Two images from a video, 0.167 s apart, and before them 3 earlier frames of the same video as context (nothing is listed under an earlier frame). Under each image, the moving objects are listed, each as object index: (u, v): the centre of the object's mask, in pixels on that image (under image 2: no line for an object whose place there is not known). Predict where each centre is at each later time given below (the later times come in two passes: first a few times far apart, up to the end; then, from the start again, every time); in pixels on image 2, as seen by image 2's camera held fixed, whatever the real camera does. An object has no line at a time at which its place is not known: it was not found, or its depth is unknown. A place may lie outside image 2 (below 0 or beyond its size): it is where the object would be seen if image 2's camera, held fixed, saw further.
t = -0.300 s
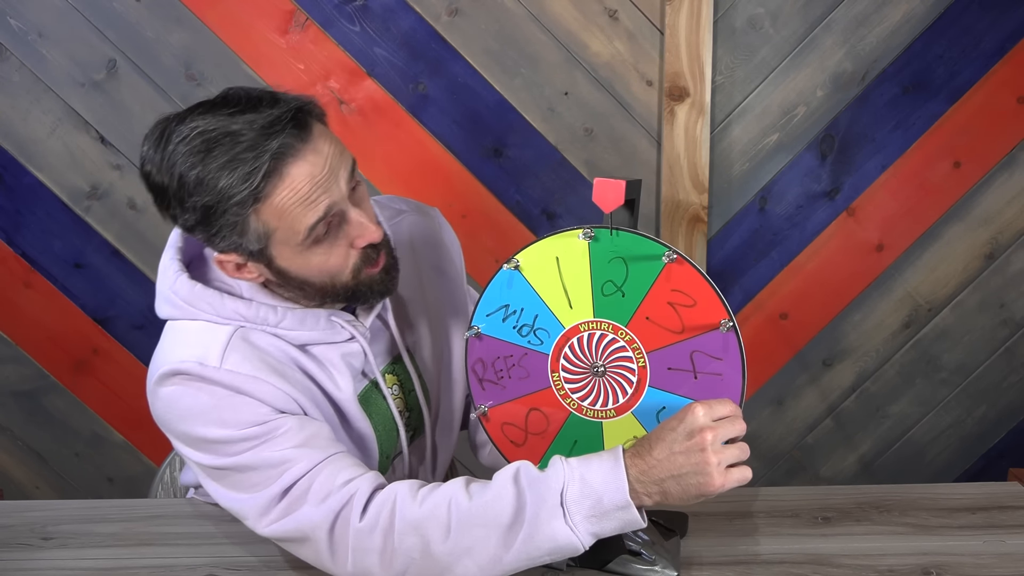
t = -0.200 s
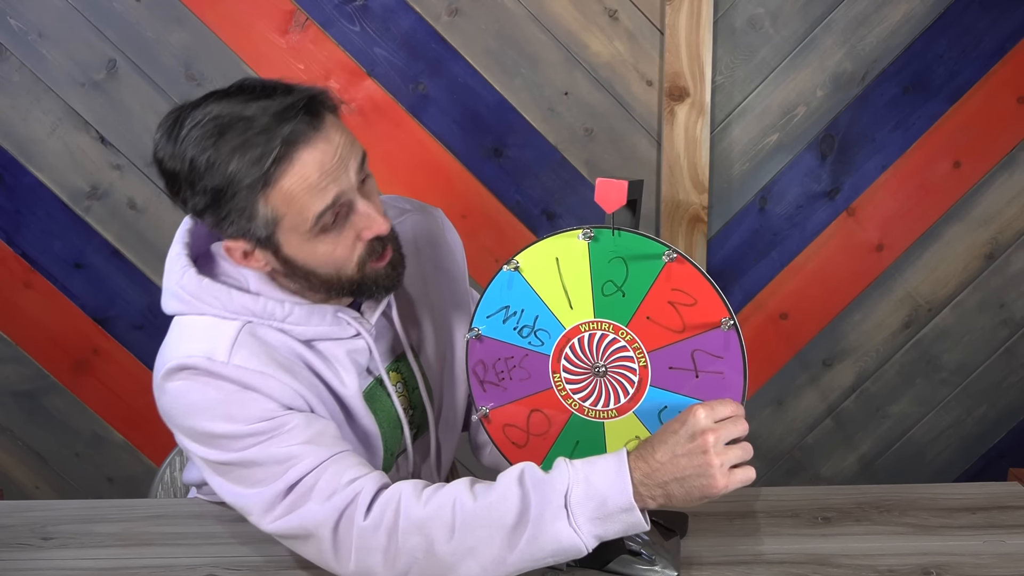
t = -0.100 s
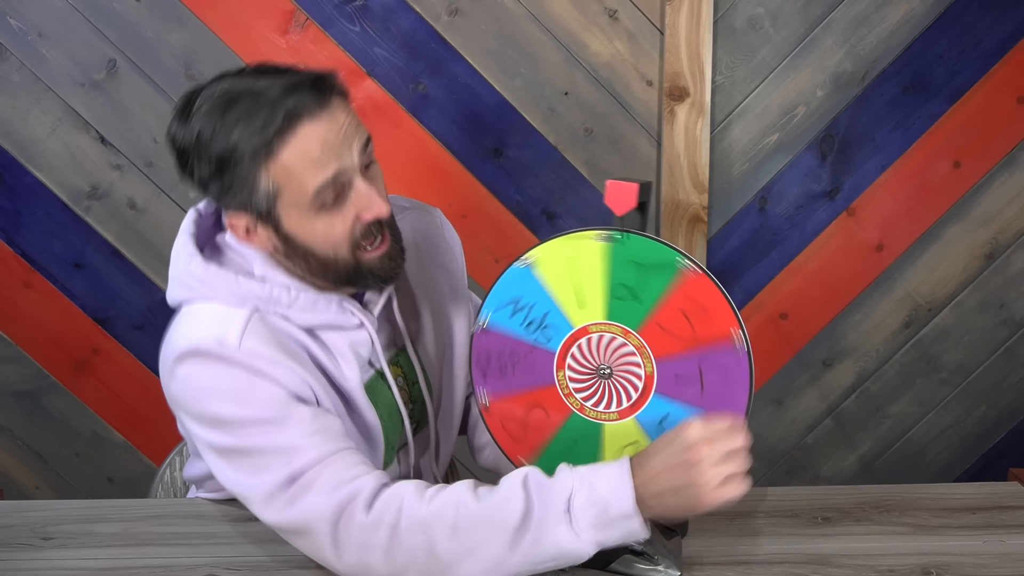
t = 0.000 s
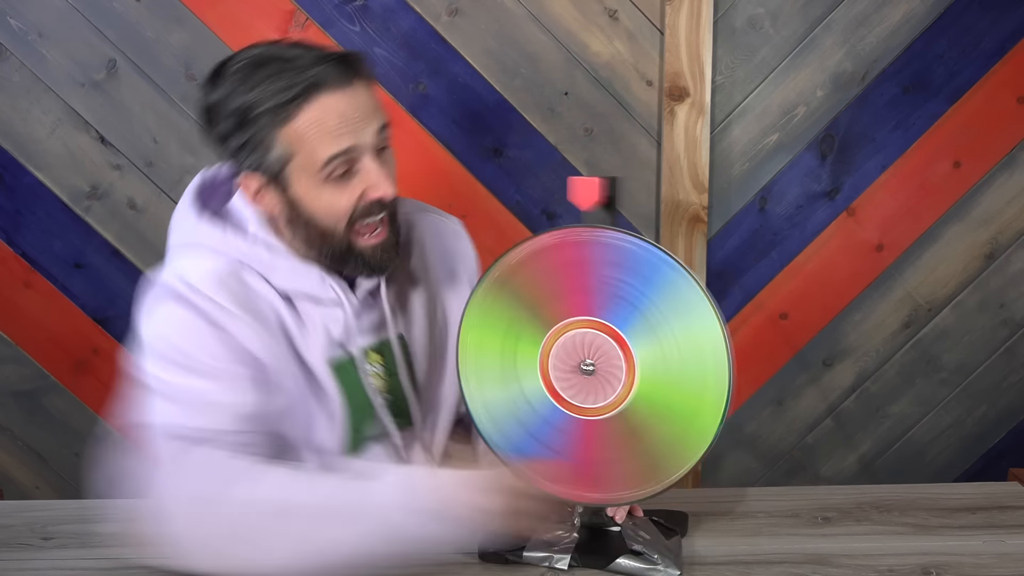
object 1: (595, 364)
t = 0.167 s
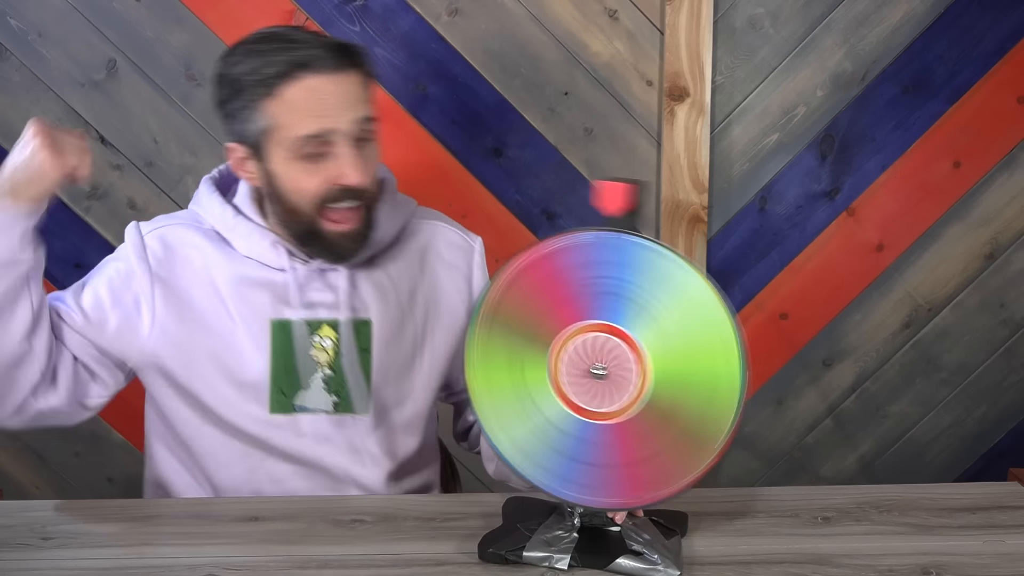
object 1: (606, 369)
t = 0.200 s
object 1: (600, 367)
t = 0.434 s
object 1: (602, 366)
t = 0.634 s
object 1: (601, 366)
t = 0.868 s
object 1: (599, 366)
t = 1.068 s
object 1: (600, 366)
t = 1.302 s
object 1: (599, 367)
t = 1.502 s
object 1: (597, 367)
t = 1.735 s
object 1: (594, 368)
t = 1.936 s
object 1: (595, 367)
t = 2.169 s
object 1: (594, 367)
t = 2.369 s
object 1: (595, 367)
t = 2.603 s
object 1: (595, 367)
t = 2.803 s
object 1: (594, 367)
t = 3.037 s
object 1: (590, 367)
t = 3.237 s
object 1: (590, 367)
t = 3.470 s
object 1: (588, 367)
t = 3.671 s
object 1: (590, 366)
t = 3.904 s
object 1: (590, 366)
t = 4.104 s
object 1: (590, 366)
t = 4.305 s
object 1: (591, 366)
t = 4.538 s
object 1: (593, 365)
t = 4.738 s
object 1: (592, 365)
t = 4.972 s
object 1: (591, 365)
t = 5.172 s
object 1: (591, 365)
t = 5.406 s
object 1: (591, 365)
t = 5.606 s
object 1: (592, 365)
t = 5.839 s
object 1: (591, 365)
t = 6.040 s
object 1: (591, 366)
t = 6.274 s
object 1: (591, 365)
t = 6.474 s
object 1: (591, 366)
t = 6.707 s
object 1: (592, 365)
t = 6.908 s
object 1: (591, 366)
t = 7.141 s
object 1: (592, 365)
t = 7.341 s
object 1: (592, 365)
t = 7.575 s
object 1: (592, 365)
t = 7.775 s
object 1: (593, 366)
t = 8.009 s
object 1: (593, 365)
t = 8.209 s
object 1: (594, 365)
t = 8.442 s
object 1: (594, 365)
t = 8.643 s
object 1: (595, 365)
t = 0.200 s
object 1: (600, 367)
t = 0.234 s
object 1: (602, 366)
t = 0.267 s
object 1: (607, 366)
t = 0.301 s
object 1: (608, 366)
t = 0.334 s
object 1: (606, 367)
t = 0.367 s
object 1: (604, 367)
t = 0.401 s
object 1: (602, 367)
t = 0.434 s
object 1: (602, 366)
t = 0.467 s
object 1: (603, 366)
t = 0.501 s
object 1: (604, 367)
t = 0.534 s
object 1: (603, 367)
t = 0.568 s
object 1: (602, 367)
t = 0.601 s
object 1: (601, 366)
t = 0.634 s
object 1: (601, 366)
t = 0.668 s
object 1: (601, 366)
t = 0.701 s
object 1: (601, 367)
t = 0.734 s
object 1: (601, 367)
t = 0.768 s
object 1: (600, 366)
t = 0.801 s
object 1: (600, 366)
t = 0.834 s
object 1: (600, 366)
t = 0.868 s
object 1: (599, 366)
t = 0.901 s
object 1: (599, 366)
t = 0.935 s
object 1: (599, 366)
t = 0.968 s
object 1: (600, 366)
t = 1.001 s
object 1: (599, 366)
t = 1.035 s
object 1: (599, 366)
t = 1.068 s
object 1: (600, 366)
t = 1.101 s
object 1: (599, 366)
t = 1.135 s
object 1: (599, 366)
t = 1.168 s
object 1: (599, 366)
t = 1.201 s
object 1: (599, 366)
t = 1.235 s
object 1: (599, 366)
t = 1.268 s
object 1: (599, 366)
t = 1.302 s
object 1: (599, 367)
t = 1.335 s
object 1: (599, 367)
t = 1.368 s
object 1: (599, 366)
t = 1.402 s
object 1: (599, 366)
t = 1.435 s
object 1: (598, 366)
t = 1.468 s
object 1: (598, 367)
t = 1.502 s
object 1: (597, 367)
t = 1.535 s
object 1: (596, 367)
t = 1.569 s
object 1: (596, 367)
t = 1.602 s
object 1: (596, 367)
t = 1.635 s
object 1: (595, 367)
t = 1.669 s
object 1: (594, 367)
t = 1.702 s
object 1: (594, 367)
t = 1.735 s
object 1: (594, 368)
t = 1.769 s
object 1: (594, 368)
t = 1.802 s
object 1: (594, 367)
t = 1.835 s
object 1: (594, 367)
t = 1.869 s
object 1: (594, 367)
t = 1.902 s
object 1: (595, 367)
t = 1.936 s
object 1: (595, 367)
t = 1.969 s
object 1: (594, 368)
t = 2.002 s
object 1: (594, 367)
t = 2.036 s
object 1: (594, 367)
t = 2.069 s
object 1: (594, 367)
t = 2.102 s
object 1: (594, 367)
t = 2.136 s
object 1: (594, 367)
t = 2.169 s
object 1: (594, 367)
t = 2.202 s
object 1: (594, 367)
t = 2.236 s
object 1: (594, 367)
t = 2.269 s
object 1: (594, 367)
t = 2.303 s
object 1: (595, 367)
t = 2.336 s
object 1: (595, 367)
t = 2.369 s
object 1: (595, 367)
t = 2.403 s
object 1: (595, 367)
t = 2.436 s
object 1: (595, 367)
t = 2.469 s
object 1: (594, 367)
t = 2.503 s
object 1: (594, 367)
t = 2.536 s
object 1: (594, 367)
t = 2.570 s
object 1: (595, 367)
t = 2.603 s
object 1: (595, 367)
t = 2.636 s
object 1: (595, 367)
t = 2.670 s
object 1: (595, 368)
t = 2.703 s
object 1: (595, 367)
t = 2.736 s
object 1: (595, 367)
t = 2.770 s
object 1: (595, 367)
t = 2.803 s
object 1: (594, 367)
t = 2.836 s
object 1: (594, 368)
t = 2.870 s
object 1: (593, 368)
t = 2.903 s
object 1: (593, 368)
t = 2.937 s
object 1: (592, 368)
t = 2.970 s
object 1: (592, 368)
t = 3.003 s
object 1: (591, 368)
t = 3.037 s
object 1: (590, 367)
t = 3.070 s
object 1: (590, 367)
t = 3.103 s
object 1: (590, 367)
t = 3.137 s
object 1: (591, 367)
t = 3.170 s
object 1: (591, 368)
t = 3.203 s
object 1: (590, 368)
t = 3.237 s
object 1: (590, 367)
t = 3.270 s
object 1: (590, 366)
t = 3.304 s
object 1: (589, 366)
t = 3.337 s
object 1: (589, 366)
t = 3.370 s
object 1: (589, 366)
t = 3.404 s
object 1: (589, 366)
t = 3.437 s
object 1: (588, 367)
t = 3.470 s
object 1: (588, 367)
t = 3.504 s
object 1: (588, 366)
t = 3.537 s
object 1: (589, 366)
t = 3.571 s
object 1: (589, 366)
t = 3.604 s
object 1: (589, 366)
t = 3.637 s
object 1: (590, 366)
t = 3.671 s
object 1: (590, 366)
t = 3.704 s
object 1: (590, 366)
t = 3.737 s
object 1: (589, 366)
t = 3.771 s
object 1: (589, 366)
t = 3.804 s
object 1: (590, 366)
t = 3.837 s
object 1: (590, 366)
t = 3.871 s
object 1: (590, 366)
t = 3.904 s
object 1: (590, 366)
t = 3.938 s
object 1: (590, 366)
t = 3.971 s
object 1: (590, 366)
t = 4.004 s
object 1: (590, 367)
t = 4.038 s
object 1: (590, 366)
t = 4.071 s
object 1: (590, 366)
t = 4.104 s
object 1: (590, 366)
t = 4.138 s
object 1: (591, 366)
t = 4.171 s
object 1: (591, 366)
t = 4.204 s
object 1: (591, 366)
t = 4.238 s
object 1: (591, 366)
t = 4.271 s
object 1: (591, 366)
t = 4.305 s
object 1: (591, 366)
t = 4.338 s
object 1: (591, 366)
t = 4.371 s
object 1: (591, 366)
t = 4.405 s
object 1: (591, 366)
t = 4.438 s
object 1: (592, 365)
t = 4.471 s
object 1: (592, 365)
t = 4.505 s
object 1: (592, 365)
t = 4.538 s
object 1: (593, 365)
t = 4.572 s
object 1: (592, 366)
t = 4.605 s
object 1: (592, 366)
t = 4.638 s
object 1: (592, 366)
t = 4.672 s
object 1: (592, 366)
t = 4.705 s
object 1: (592, 365)
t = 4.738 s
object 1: (592, 365)
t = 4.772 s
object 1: (592, 365)
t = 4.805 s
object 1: (592, 365)
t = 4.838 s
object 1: (592, 365)
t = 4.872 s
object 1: (592, 365)
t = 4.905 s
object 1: (592, 365)
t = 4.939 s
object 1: (592, 365)
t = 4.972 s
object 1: (591, 365)
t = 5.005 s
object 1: (591, 365)
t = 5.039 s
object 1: (591, 365)
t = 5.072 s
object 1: (591, 365)
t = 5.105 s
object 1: (591, 365)
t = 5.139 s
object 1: (591, 365)
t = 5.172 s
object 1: (591, 365)
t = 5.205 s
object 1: (592, 365)
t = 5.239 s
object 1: (592, 365)
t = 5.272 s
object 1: (591, 366)
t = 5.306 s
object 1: (591, 366)
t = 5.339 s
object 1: (591, 365)
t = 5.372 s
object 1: (591, 365)
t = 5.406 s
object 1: (591, 365)
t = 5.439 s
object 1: (591, 365)
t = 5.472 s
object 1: (591, 365)
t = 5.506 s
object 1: (592, 365)
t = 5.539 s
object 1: (592, 365)
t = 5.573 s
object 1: (592, 365)
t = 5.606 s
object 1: (592, 365)
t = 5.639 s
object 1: (592, 366)
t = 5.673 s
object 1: (592, 366)
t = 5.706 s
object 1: (591, 366)
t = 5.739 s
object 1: (591, 365)
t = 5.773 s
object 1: (591, 365)
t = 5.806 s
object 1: (591, 365)
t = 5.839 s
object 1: (591, 365)
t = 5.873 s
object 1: (591, 365)
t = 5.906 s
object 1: (592, 365)
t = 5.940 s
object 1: (592, 365)
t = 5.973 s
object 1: (592, 365)
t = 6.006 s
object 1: (592, 366)
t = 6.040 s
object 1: (591, 366)
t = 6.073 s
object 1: (591, 366)
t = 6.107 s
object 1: (591, 365)
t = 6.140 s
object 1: (591, 365)
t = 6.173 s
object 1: (591, 365)
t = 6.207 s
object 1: (591, 365)
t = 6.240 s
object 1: (591, 365)
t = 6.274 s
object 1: (591, 365)
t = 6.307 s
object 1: (592, 365)
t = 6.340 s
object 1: (592, 365)
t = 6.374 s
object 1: (592, 366)
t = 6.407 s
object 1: (591, 366)
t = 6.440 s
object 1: (591, 366)
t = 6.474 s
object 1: (591, 366)
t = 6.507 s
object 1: (591, 366)
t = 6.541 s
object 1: (591, 365)
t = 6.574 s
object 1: (591, 365)
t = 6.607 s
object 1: (591, 365)
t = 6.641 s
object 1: (592, 365)
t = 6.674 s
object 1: (592, 365)
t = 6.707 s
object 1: (592, 365)
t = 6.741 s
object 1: (592, 365)
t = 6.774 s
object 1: (592, 365)
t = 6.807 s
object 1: (592, 366)
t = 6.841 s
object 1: (592, 366)
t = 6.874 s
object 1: (591, 366)
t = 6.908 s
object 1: (591, 366)
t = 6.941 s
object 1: (591, 365)
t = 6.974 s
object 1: (591, 365)
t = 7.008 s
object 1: (591, 365)
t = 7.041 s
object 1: (591, 365)
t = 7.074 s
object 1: (592, 365)
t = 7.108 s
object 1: (592, 365)
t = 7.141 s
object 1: (592, 365)
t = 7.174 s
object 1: (592, 365)
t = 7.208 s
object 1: (592, 365)
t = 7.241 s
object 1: (592, 366)
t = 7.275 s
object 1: (592, 366)
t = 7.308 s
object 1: (592, 366)
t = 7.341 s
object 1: (592, 365)
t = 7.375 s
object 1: (592, 366)
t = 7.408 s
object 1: (592, 366)
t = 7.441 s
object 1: (592, 365)
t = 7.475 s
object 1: (592, 365)
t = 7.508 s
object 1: (592, 365)
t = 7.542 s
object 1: (592, 365)
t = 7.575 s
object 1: (592, 365)
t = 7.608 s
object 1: (593, 365)
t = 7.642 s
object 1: (593, 365)
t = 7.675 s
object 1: (593, 365)
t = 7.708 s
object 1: (593, 365)
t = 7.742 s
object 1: (593, 365)
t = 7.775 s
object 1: (593, 366)
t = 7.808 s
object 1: (593, 366)
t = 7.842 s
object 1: (593, 365)
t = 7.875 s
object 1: (593, 365)
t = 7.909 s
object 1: (593, 365)
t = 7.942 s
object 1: (593, 365)
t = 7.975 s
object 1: (593, 365)
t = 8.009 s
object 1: (593, 365)
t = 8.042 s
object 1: (593, 365)
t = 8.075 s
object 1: (593, 365)
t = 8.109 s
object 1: (593, 365)
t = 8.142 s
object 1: (594, 365)
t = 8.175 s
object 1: (594, 365)
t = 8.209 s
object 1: (594, 365)
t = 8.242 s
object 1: (594, 365)
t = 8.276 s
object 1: (594, 366)
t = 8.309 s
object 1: (594, 366)
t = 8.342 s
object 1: (593, 366)
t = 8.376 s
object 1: (593, 366)
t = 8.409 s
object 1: (593, 366)
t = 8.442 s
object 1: (594, 365)
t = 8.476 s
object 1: (593, 365)
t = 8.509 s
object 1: (594, 365)
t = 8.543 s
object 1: (594, 365)
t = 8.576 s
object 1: (594, 365)
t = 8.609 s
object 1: (594, 365)
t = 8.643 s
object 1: (595, 365)
